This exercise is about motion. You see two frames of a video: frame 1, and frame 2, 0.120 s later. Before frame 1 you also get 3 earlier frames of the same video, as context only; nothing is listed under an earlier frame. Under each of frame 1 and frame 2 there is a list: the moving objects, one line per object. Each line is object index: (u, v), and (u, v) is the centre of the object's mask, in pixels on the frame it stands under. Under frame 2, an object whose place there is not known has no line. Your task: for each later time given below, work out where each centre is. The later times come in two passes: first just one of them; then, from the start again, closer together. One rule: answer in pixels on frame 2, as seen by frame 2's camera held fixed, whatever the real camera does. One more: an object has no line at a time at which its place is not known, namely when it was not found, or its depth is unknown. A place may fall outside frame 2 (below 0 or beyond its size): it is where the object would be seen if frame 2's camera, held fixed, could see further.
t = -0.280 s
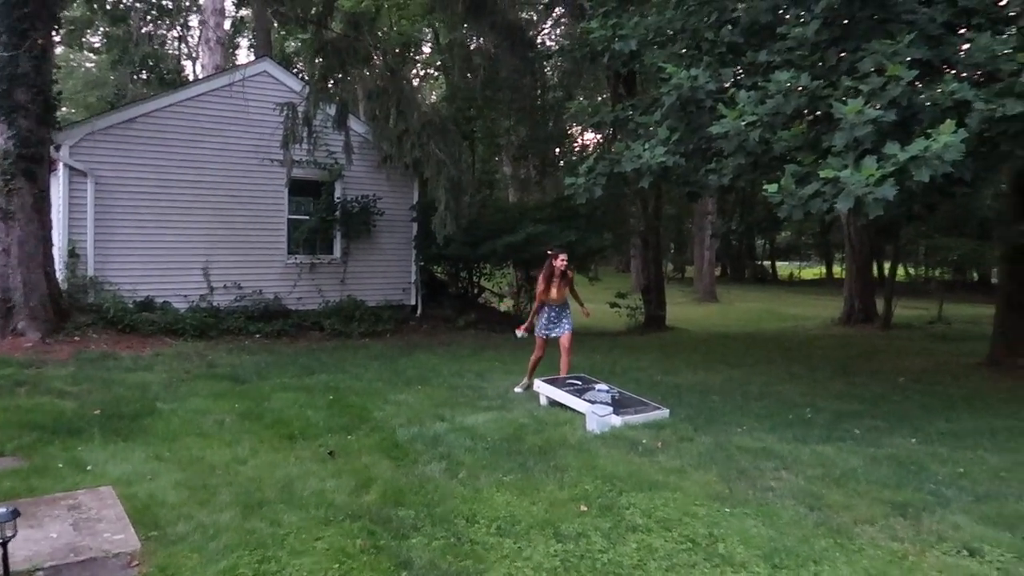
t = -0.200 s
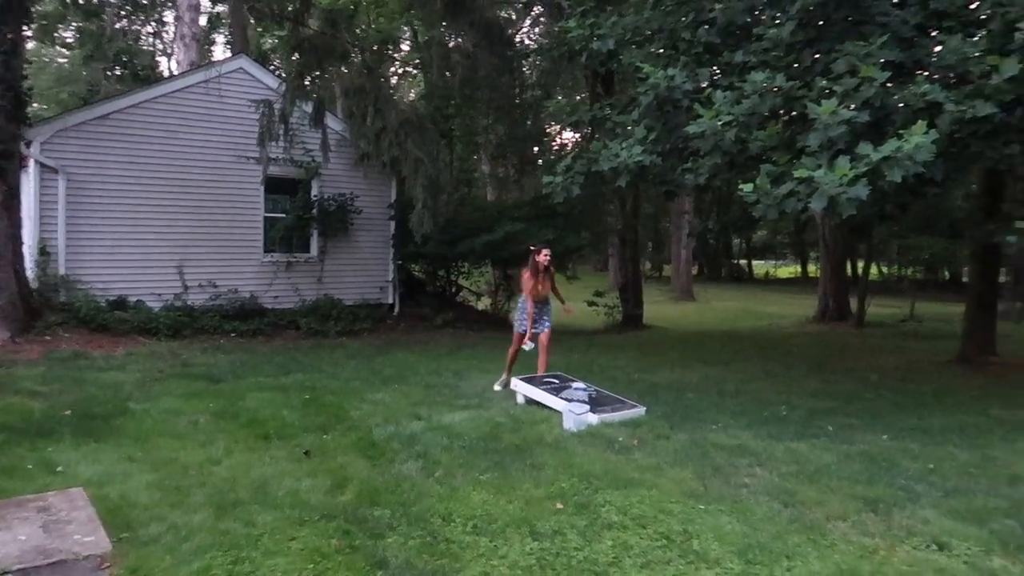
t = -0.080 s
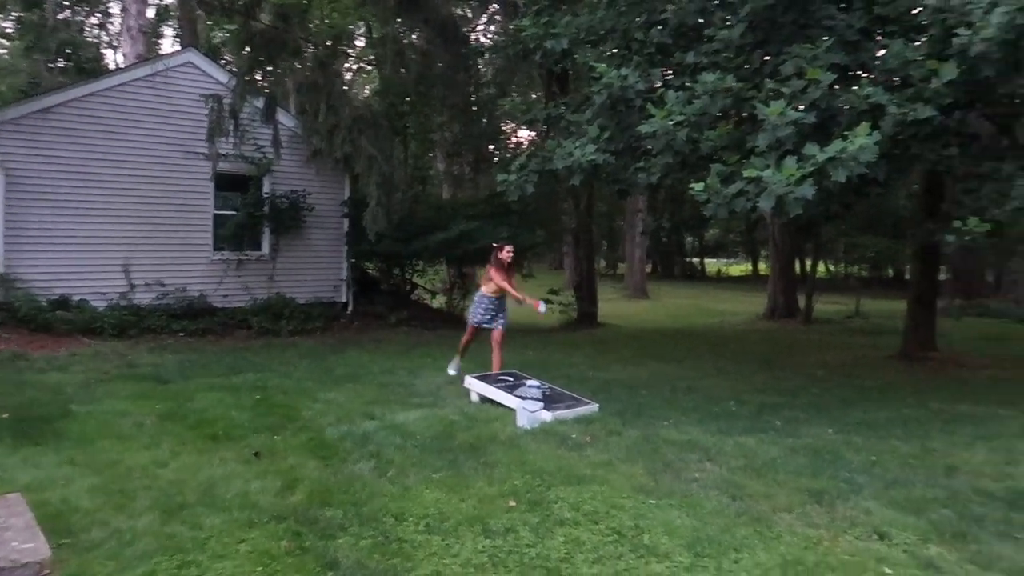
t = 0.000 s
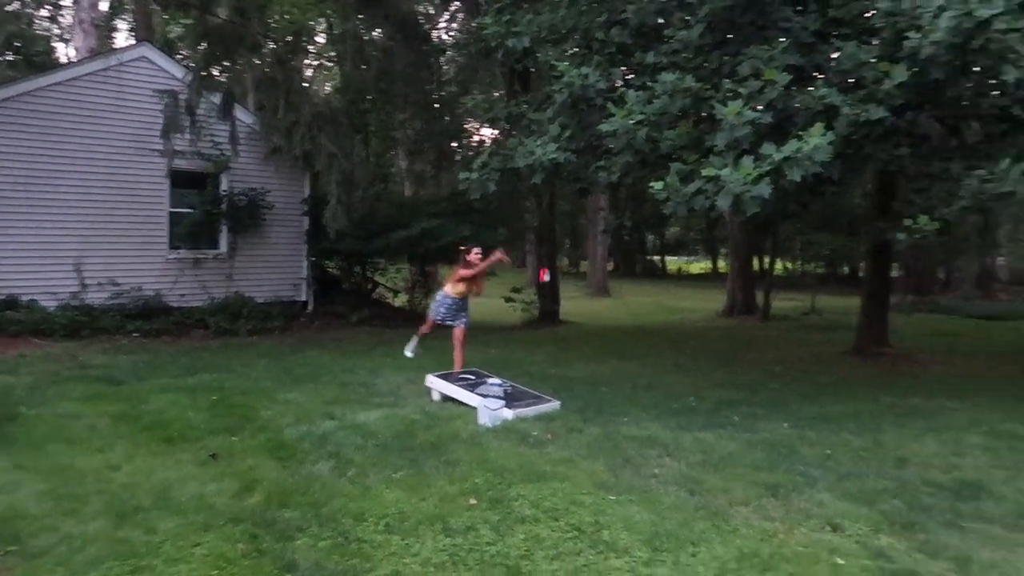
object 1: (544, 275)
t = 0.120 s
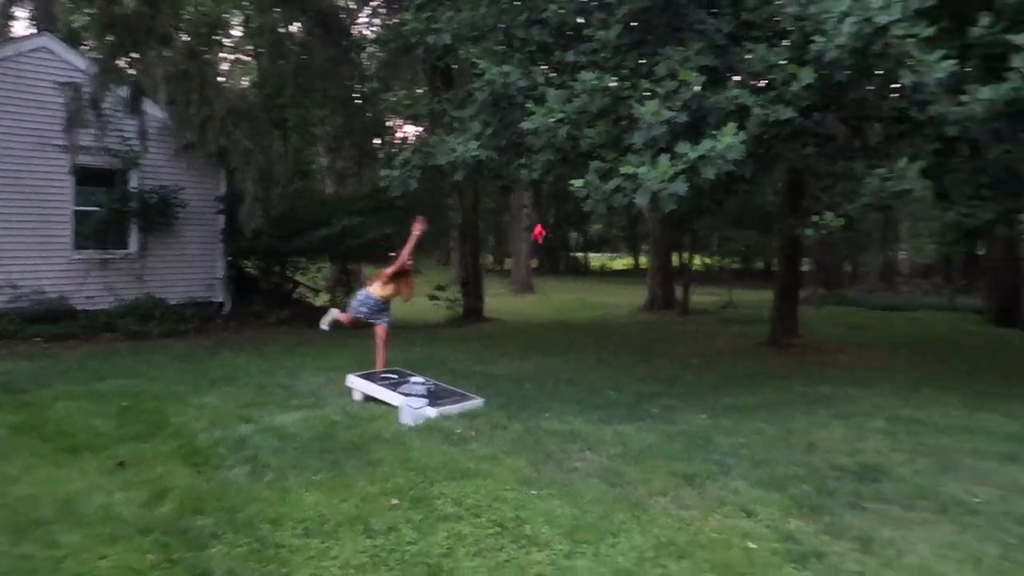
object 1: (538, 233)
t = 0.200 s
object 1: (592, 215)
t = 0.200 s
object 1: (592, 215)
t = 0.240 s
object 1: (623, 208)
